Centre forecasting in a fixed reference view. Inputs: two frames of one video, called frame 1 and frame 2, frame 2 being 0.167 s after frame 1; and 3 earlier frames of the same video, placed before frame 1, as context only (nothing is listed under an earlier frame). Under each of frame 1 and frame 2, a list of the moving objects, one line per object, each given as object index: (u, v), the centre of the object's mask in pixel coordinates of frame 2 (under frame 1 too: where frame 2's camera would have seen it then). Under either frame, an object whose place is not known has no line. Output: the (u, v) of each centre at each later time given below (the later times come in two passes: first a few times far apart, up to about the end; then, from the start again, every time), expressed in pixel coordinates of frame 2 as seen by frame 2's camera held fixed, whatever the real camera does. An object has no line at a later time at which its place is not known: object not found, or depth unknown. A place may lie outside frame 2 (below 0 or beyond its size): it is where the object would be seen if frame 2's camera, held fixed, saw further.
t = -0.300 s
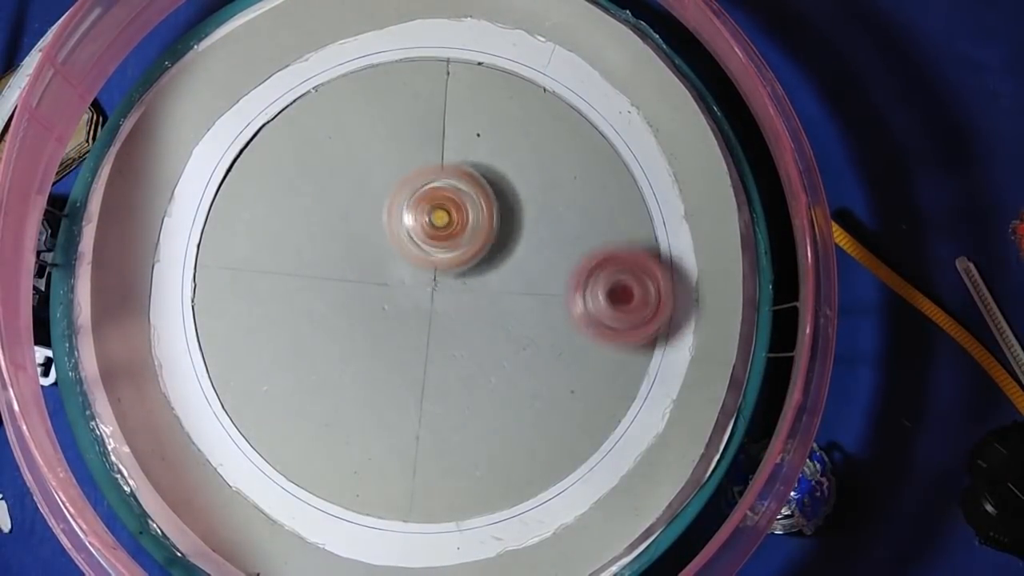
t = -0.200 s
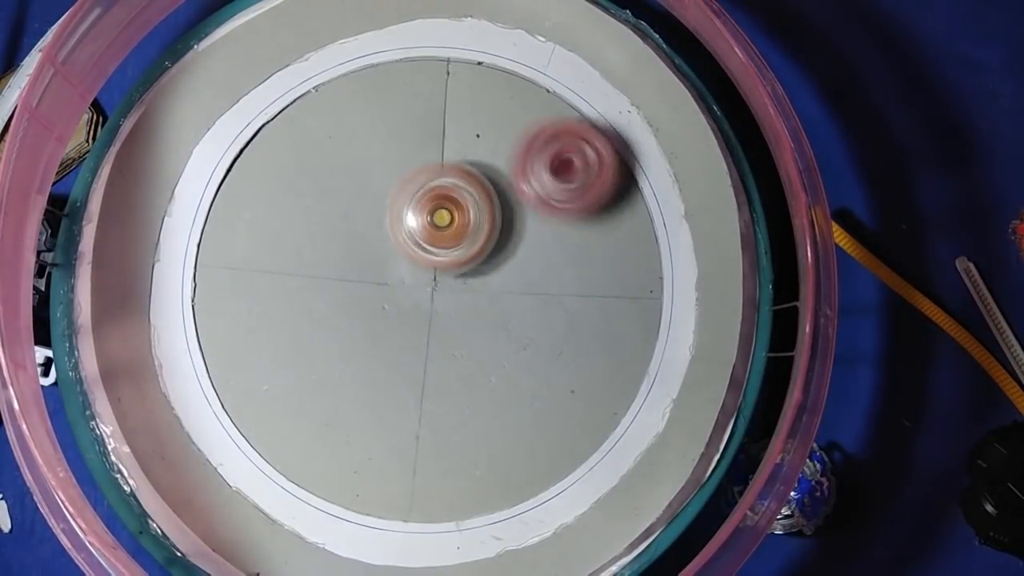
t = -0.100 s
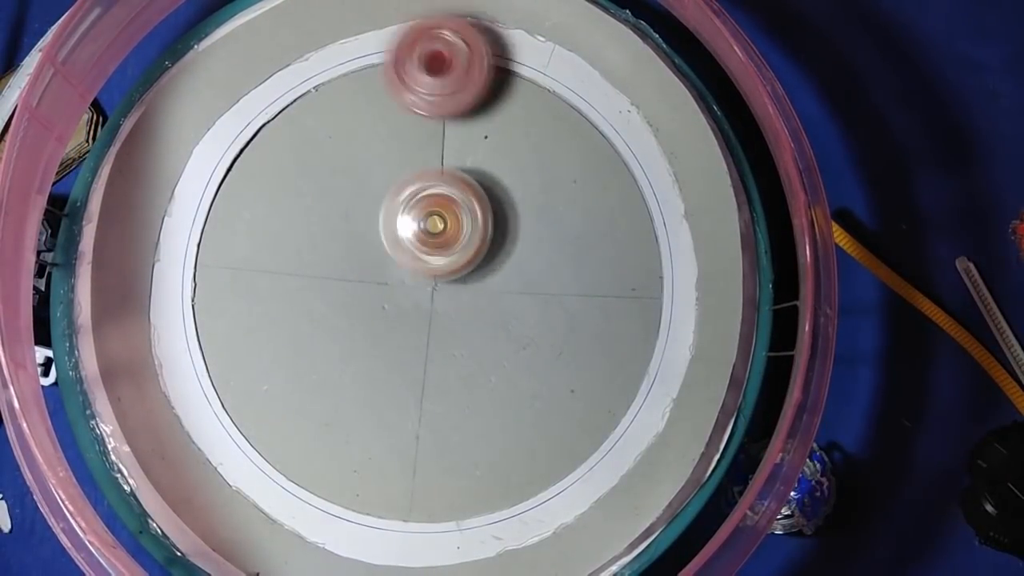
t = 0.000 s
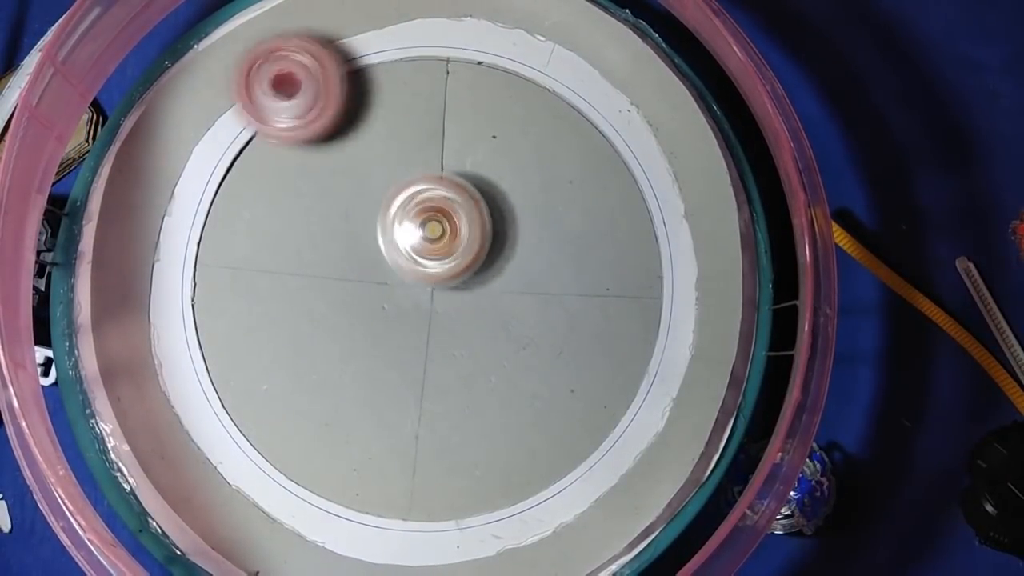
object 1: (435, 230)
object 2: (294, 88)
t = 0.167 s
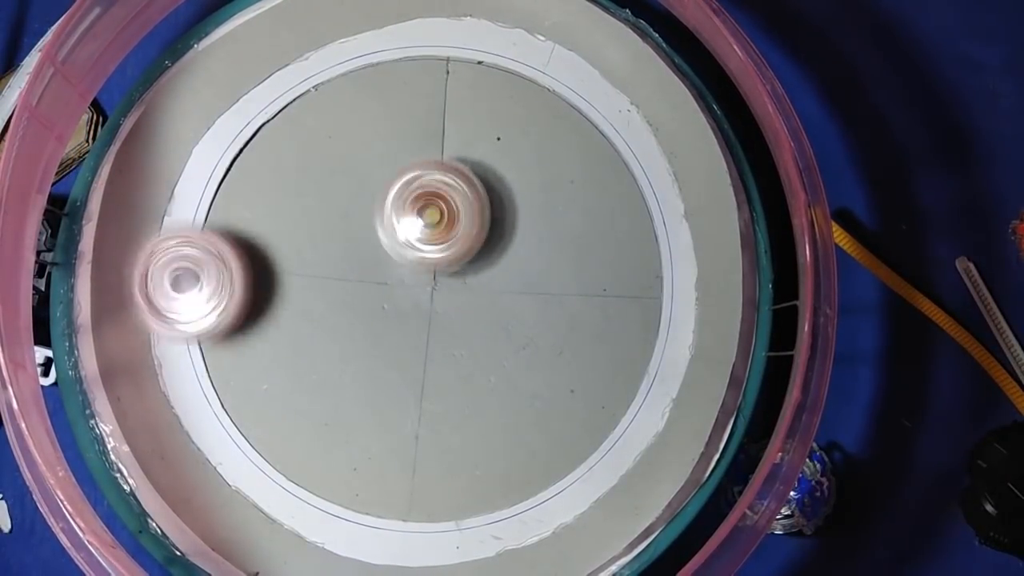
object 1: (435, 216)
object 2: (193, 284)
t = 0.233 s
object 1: (442, 241)
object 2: (215, 360)
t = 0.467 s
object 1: (471, 253)
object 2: (466, 427)
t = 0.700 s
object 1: (440, 274)
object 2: (605, 184)
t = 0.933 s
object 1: (440, 313)
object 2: (416, 50)
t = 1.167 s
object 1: (401, 278)
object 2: (277, 224)
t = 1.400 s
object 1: (416, 275)
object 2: (392, 410)
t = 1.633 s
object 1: (423, 277)
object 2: (564, 299)
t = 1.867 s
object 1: (436, 280)
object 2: (393, 102)
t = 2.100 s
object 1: (442, 285)
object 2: (202, 234)
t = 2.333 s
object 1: (470, 254)
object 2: (329, 406)
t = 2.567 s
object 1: (438, 222)
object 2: (557, 315)
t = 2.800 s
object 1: (441, 245)
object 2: (479, 85)
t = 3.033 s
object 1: (437, 244)
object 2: (265, 119)
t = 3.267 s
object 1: (430, 221)
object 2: (281, 333)
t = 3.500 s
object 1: (431, 216)
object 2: (529, 378)
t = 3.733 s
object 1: (446, 230)
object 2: (584, 188)
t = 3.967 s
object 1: (430, 237)
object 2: (406, 61)
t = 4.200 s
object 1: (436, 221)
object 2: (279, 224)
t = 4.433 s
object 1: (441, 245)
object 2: (438, 397)
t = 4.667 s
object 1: (431, 220)
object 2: (609, 306)
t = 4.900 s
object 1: (441, 246)
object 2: (525, 161)
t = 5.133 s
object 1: (422, 241)
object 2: (397, 56)
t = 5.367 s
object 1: (446, 227)
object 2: (305, 192)
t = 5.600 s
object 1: (445, 194)
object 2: (337, 412)
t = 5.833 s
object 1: (435, 192)
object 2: (462, 505)
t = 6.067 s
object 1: (432, 239)
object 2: (551, 413)
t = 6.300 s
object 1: (365, 186)
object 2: (653, 309)
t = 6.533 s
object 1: (287, 163)
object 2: (614, 249)
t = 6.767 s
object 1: (278, 123)
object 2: (501, 249)
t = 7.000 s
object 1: (339, 106)
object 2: (400, 330)
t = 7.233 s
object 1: (395, 171)
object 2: (379, 373)
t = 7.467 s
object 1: (436, 244)
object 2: (357, 392)
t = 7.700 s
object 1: (424, 301)
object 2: (334, 424)
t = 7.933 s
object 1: (427, 295)
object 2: (292, 403)
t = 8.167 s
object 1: (396, 246)
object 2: (291, 335)
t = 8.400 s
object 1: (441, 211)
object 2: (284, 267)
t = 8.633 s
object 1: (436, 226)
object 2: (312, 206)
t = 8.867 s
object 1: (449, 274)
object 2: (333, 152)
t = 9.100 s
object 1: (419, 297)
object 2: (368, 156)
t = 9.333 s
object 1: (386, 302)
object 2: (448, 185)
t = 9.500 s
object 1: (387, 273)
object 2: (477, 204)
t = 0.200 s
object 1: (433, 229)
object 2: (202, 322)
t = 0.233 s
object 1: (442, 241)
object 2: (215, 360)
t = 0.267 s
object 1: (450, 250)
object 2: (237, 389)
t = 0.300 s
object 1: (460, 254)
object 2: (265, 411)
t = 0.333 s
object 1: (469, 256)
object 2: (303, 430)
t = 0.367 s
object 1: (474, 257)
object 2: (343, 441)
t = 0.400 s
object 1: (474, 256)
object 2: (384, 443)
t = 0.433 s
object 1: (473, 255)
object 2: (426, 438)
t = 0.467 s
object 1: (471, 253)
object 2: (466, 427)
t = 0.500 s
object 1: (469, 251)
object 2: (506, 408)
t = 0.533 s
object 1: (465, 251)
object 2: (536, 380)
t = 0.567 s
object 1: (462, 253)
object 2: (559, 345)
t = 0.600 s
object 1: (462, 257)
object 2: (578, 305)
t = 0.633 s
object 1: (464, 260)
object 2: (587, 263)
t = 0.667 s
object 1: (451, 264)
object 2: (599, 223)
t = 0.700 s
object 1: (440, 274)
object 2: (605, 184)
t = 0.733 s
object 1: (430, 285)
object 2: (595, 144)
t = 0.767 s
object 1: (422, 299)
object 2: (579, 107)
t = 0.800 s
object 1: (418, 309)
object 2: (553, 79)
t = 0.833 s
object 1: (422, 314)
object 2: (511, 72)
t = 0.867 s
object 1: (429, 317)
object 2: (474, 62)
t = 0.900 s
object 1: (435, 316)
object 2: (443, 51)
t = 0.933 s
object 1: (440, 313)
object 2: (416, 50)
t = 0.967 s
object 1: (446, 306)
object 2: (388, 57)
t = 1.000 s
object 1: (447, 296)
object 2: (358, 71)
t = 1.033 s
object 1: (443, 287)
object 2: (330, 91)
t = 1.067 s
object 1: (436, 282)
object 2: (305, 116)
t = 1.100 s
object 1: (425, 281)
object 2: (285, 146)
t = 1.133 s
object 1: (411, 281)
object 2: (276, 182)
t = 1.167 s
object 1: (401, 278)
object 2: (277, 224)
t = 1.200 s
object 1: (397, 279)
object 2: (276, 262)
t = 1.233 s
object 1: (401, 282)
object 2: (277, 296)
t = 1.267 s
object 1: (406, 281)
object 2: (291, 328)
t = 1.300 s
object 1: (413, 277)
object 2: (307, 357)
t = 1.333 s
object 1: (420, 273)
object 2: (330, 381)
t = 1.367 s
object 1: (420, 272)
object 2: (361, 399)
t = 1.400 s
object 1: (416, 275)
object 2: (392, 410)
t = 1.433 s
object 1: (417, 276)
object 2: (422, 415)
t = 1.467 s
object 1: (420, 276)
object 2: (454, 412)
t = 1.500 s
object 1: (425, 276)
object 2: (490, 403)
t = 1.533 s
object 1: (423, 277)
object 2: (513, 387)
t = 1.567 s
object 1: (422, 277)
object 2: (534, 363)
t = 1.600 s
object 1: (424, 277)
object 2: (552, 332)
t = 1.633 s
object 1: (423, 277)
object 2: (564, 299)
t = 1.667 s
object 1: (426, 278)
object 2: (564, 263)
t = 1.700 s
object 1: (427, 279)
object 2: (554, 227)
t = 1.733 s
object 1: (436, 279)
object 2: (532, 195)
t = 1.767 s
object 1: (443, 276)
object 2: (502, 164)
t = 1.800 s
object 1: (443, 278)
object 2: (469, 137)
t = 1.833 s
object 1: (437, 281)
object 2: (432, 113)
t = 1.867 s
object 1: (436, 280)
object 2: (393, 102)
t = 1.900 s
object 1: (442, 276)
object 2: (355, 103)
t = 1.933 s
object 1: (440, 278)
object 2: (317, 113)
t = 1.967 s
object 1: (437, 281)
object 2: (280, 128)
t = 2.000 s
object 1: (439, 279)
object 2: (253, 153)
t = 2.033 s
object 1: (448, 275)
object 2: (230, 178)
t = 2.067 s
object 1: (447, 279)
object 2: (211, 206)
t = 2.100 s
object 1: (442, 285)
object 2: (202, 234)
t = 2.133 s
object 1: (443, 285)
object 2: (201, 263)
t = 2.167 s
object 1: (451, 285)
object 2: (209, 296)
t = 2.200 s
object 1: (458, 281)
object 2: (222, 328)
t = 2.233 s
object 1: (468, 275)
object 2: (238, 354)
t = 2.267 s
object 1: (472, 266)
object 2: (262, 376)
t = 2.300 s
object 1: (473, 260)
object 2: (294, 394)
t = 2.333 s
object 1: (470, 254)
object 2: (329, 406)
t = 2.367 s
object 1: (468, 247)
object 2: (364, 411)
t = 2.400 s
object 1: (460, 240)
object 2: (403, 412)
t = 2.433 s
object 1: (454, 235)
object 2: (439, 407)
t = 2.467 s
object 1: (445, 231)
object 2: (476, 395)
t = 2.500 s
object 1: (438, 226)
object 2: (507, 376)
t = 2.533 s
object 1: (435, 223)
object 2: (534, 349)
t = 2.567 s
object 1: (438, 222)
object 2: (557, 315)
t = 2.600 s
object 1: (435, 222)
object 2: (571, 280)
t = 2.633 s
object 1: (430, 223)
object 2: (575, 244)
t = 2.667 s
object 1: (430, 230)
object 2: (567, 207)
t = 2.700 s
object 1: (431, 237)
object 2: (552, 173)
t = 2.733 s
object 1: (433, 243)
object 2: (531, 141)
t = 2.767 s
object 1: (436, 246)
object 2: (507, 112)
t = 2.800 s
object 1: (441, 245)
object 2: (479, 85)
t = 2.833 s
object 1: (443, 242)
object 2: (448, 61)
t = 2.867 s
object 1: (443, 235)
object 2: (408, 52)
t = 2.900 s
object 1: (442, 233)
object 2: (375, 54)
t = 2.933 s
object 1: (442, 232)
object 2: (346, 64)
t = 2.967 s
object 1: (444, 234)
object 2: (316, 76)
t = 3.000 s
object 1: (441, 235)
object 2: (287, 93)
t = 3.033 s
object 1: (437, 244)
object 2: (265, 119)
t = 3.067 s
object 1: (437, 248)
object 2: (246, 147)
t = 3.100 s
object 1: (440, 246)
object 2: (238, 177)
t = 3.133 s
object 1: (445, 241)
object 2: (230, 208)
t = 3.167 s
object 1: (445, 234)
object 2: (230, 239)
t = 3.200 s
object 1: (441, 225)
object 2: (240, 274)
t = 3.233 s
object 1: (435, 221)
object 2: (257, 306)
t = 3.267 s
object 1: (430, 221)
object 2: (281, 333)
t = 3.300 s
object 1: (427, 224)
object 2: (311, 359)
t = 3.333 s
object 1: (426, 229)
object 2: (346, 377)
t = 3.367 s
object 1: (429, 232)
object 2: (383, 390)
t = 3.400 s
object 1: (433, 235)
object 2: (421, 398)
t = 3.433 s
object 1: (431, 226)
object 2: (460, 399)
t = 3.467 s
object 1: (431, 215)
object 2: (496, 392)
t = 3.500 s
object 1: (431, 216)
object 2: (529, 378)
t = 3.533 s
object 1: (428, 219)
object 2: (556, 356)
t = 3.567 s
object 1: (425, 223)
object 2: (579, 331)
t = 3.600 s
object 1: (425, 230)
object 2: (602, 303)
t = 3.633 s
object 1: (429, 232)
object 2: (608, 273)
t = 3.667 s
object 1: (434, 233)
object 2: (606, 243)
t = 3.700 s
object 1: (441, 230)
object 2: (597, 215)
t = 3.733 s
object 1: (446, 230)
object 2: (584, 188)
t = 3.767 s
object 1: (445, 225)
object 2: (560, 164)
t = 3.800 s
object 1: (441, 221)
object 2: (536, 141)
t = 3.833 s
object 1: (432, 219)
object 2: (512, 122)
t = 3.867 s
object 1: (426, 222)
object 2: (485, 100)
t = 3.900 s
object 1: (424, 228)
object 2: (466, 80)
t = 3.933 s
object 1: (425, 233)
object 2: (433, 63)
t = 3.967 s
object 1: (430, 237)
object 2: (406, 61)
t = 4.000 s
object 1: (437, 241)
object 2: (381, 70)
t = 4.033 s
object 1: (443, 242)
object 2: (354, 85)
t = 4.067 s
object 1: (447, 239)
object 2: (329, 104)
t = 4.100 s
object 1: (449, 234)
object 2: (305, 128)
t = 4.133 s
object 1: (449, 230)
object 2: (290, 157)
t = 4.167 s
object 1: (444, 227)
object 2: (282, 189)
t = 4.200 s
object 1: (436, 221)
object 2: (279, 224)
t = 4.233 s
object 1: (430, 220)
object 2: (281, 262)
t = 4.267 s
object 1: (430, 224)
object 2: (291, 294)
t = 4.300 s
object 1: (429, 232)
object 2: (308, 322)
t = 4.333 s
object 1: (430, 238)
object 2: (334, 348)
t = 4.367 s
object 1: (433, 241)
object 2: (365, 369)
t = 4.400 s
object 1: (437, 244)
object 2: (403, 387)
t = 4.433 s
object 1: (441, 245)
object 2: (438, 397)
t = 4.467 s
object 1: (444, 242)
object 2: (470, 401)
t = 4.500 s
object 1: (447, 239)
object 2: (503, 396)
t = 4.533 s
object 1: (448, 237)
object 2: (532, 387)
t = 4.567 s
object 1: (447, 233)
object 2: (555, 371)
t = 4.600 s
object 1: (443, 229)
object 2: (578, 351)
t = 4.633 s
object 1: (437, 224)
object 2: (600, 329)
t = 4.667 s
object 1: (431, 220)
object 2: (609, 306)
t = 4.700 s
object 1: (429, 224)
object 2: (612, 283)
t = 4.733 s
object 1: (427, 230)
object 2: (610, 263)
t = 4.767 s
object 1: (428, 235)
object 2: (605, 242)
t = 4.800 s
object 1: (430, 240)
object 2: (590, 218)
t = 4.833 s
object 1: (435, 245)
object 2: (575, 195)
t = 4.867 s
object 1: (440, 248)
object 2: (555, 178)
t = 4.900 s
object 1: (441, 246)
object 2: (525, 161)
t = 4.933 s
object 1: (437, 248)
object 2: (514, 132)
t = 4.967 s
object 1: (438, 246)
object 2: (502, 103)
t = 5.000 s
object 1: (440, 244)
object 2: (489, 78)
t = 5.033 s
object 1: (441, 240)
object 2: (466, 56)
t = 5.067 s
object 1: (439, 237)
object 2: (442, 49)
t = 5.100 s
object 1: (429, 239)
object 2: (417, 52)
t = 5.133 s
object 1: (422, 241)
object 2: (397, 56)
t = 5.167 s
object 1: (424, 243)
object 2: (375, 65)
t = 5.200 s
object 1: (429, 248)
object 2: (356, 78)
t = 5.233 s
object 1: (435, 249)
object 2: (339, 92)
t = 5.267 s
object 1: (440, 245)
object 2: (324, 111)
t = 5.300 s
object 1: (444, 240)
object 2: (311, 134)
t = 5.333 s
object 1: (445, 232)
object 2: (305, 161)
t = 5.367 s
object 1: (446, 227)
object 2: (305, 192)
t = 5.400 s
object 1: (441, 222)
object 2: (307, 224)
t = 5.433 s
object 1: (435, 219)
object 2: (315, 256)
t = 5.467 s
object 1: (432, 219)
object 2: (326, 284)
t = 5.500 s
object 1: (447, 209)
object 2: (323, 321)
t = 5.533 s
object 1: (453, 204)
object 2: (325, 353)
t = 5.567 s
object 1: (450, 199)
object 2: (328, 384)
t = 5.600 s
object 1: (445, 194)
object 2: (337, 412)
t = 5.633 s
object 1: (442, 187)
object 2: (349, 436)
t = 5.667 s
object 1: (440, 181)
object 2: (366, 455)
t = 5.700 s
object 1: (442, 182)
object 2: (389, 474)
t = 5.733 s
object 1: (440, 188)
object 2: (406, 487)
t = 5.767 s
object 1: (437, 191)
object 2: (424, 496)
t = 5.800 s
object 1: (435, 192)
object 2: (443, 502)
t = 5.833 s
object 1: (435, 192)
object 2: (462, 505)
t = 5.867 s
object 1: (435, 195)
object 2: (481, 503)
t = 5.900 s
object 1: (434, 198)
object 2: (498, 498)
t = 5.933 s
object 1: (433, 200)
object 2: (517, 489)
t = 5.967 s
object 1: (432, 206)
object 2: (527, 475)
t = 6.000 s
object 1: (433, 217)
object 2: (536, 457)
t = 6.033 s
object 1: (431, 229)
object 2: (544, 435)
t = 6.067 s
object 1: (432, 239)
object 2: (551, 413)
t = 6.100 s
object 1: (436, 247)
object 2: (555, 388)
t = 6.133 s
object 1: (440, 254)
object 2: (555, 360)
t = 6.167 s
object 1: (443, 260)
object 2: (554, 330)
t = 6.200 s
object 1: (437, 254)
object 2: (565, 313)
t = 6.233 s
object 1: (404, 224)
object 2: (605, 317)
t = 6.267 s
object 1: (382, 200)
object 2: (636, 316)
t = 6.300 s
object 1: (365, 186)
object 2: (653, 309)
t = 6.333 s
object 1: (347, 182)
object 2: (658, 299)
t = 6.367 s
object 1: (334, 179)
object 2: (642, 282)
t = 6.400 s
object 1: (323, 177)
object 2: (632, 269)
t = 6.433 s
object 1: (314, 176)
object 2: (628, 261)
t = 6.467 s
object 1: (306, 172)
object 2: (626, 255)
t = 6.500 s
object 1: (296, 168)
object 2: (621, 251)
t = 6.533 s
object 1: (287, 163)
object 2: (614, 249)
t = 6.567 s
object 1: (280, 157)
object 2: (605, 247)
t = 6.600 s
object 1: (274, 148)
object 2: (597, 245)
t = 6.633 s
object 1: (270, 140)
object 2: (578, 246)
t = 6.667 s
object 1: (267, 130)
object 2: (562, 245)
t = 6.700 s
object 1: (273, 131)
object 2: (543, 246)
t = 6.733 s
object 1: (274, 127)
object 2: (523, 247)
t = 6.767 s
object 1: (278, 123)
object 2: (501, 249)
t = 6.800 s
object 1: (286, 119)
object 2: (477, 252)
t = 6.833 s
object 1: (291, 116)
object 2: (458, 258)
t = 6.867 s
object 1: (298, 111)
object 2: (443, 270)
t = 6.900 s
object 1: (308, 108)
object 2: (428, 285)
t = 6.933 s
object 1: (319, 108)
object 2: (411, 299)
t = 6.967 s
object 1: (328, 109)
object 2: (404, 314)
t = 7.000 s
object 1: (339, 106)
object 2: (400, 330)
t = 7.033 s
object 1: (347, 109)
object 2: (395, 342)
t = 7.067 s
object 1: (357, 116)
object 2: (391, 354)
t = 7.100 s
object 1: (367, 124)
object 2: (386, 362)
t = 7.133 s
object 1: (375, 135)
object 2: (383, 368)
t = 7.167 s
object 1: (383, 147)
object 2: (381, 372)
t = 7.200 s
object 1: (391, 160)
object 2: (380, 373)
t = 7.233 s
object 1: (395, 171)
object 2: (379, 373)
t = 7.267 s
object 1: (399, 184)
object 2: (379, 370)
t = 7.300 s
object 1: (403, 199)
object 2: (380, 365)
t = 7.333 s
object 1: (407, 216)
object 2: (383, 358)
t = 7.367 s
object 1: (411, 232)
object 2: (386, 350)
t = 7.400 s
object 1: (417, 237)
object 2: (380, 353)
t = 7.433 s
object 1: (428, 238)
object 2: (367, 375)
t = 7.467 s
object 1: (436, 244)
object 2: (357, 392)
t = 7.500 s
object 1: (441, 250)
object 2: (352, 401)
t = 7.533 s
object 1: (440, 257)
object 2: (346, 412)
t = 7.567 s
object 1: (442, 266)
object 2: (341, 421)
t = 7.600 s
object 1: (435, 279)
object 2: (339, 426)
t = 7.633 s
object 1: (431, 288)
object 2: (338, 428)
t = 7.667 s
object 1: (428, 296)
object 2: (335, 427)
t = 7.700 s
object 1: (424, 301)
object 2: (334, 424)
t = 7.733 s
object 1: (421, 307)
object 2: (333, 421)
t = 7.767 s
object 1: (417, 314)
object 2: (333, 415)
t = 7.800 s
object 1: (418, 316)
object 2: (327, 411)
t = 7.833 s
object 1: (427, 309)
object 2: (317, 411)
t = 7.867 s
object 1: (427, 305)
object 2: (309, 410)
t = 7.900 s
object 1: (428, 300)
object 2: (300, 407)
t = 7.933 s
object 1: (427, 295)
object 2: (292, 403)
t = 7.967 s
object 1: (423, 289)
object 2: (287, 398)
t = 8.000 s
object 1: (417, 284)
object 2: (283, 388)
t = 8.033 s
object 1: (415, 279)
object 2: (281, 383)
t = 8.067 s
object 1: (413, 271)
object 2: (279, 372)
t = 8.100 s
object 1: (408, 263)
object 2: (282, 362)
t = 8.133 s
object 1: (402, 256)
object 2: (285, 348)
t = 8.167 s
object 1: (396, 246)
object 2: (291, 335)
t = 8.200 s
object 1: (395, 240)
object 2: (296, 321)
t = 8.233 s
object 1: (399, 235)
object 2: (300, 308)
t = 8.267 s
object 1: (416, 221)
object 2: (294, 301)
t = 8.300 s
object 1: (425, 216)
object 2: (290, 293)
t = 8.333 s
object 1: (430, 215)
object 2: (285, 283)
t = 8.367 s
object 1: (436, 213)
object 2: (285, 275)
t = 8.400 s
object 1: (441, 211)
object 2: (284, 267)
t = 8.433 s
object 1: (448, 208)
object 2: (284, 257)
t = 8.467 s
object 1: (442, 210)
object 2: (287, 247)
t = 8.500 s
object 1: (440, 219)
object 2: (288, 239)
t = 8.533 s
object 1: (436, 221)
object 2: (291, 230)
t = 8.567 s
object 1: (436, 223)
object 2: (297, 222)
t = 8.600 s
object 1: (436, 226)
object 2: (306, 213)
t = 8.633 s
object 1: (436, 226)
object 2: (312, 206)
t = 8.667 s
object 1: (437, 231)
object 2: (321, 202)
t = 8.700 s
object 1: (439, 235)
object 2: (333, 196)
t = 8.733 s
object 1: (447, 242)
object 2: (334, 186)
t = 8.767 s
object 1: (451, 247)
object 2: (332, 175)
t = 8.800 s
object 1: (451, 254)
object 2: (331, 166)
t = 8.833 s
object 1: (451, 263)
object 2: (331, 159)
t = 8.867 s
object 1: (449, 274)
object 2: (333, 152)
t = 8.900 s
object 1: (445, 279)
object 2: (336, 147)
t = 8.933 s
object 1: (438, 287)
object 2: (340, 144)
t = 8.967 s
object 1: (433, 291)
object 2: (345, 143)
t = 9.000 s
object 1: (429, 294)
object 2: (350, 144)
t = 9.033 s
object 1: (426, 295)
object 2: (356, 145)
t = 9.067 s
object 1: (420, 297)
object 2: (362, 149)
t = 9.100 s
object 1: (419, 297)
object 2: (368, 156)
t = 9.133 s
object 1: (415, 297)
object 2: (381, 165)
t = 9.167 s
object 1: (410, 293)
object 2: (391, 177)
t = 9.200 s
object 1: (403, 304)
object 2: (404, 175)
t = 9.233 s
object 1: (399, 309)
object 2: (416, 174)
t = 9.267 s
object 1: (393, 306)
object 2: (428, 176)
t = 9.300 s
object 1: (387, 305)
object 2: (438, 181)
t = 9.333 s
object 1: (386, 302)
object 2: (448, 185)
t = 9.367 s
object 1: (384, 296)
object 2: (454, 185)
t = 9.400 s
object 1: (381, 291)
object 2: (460, 185)
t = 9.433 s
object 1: (383, 286)
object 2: (468, 190)
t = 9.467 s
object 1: (386, 279)
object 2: (474, 196)
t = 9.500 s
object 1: (387, 273)
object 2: (477, 204)
